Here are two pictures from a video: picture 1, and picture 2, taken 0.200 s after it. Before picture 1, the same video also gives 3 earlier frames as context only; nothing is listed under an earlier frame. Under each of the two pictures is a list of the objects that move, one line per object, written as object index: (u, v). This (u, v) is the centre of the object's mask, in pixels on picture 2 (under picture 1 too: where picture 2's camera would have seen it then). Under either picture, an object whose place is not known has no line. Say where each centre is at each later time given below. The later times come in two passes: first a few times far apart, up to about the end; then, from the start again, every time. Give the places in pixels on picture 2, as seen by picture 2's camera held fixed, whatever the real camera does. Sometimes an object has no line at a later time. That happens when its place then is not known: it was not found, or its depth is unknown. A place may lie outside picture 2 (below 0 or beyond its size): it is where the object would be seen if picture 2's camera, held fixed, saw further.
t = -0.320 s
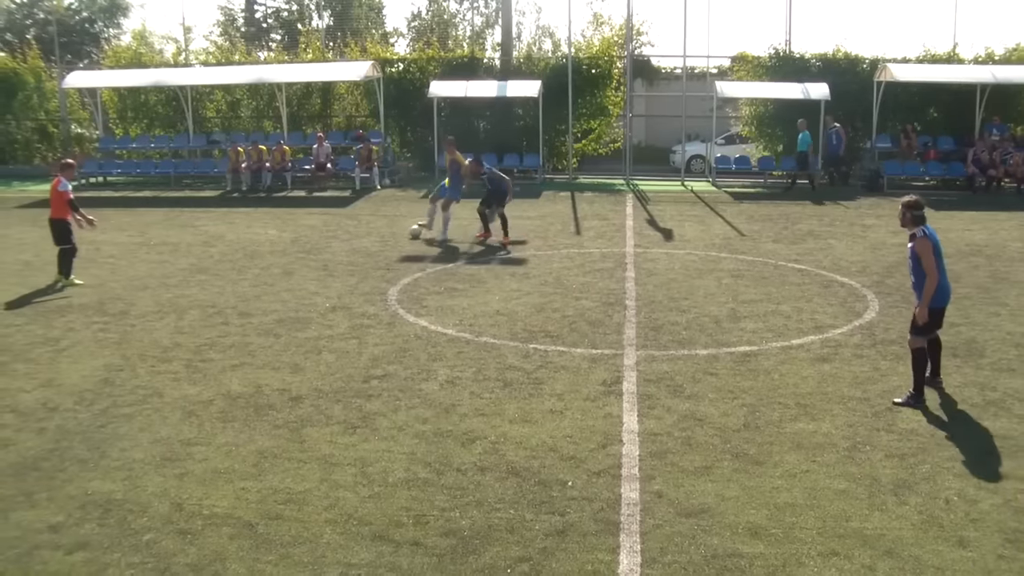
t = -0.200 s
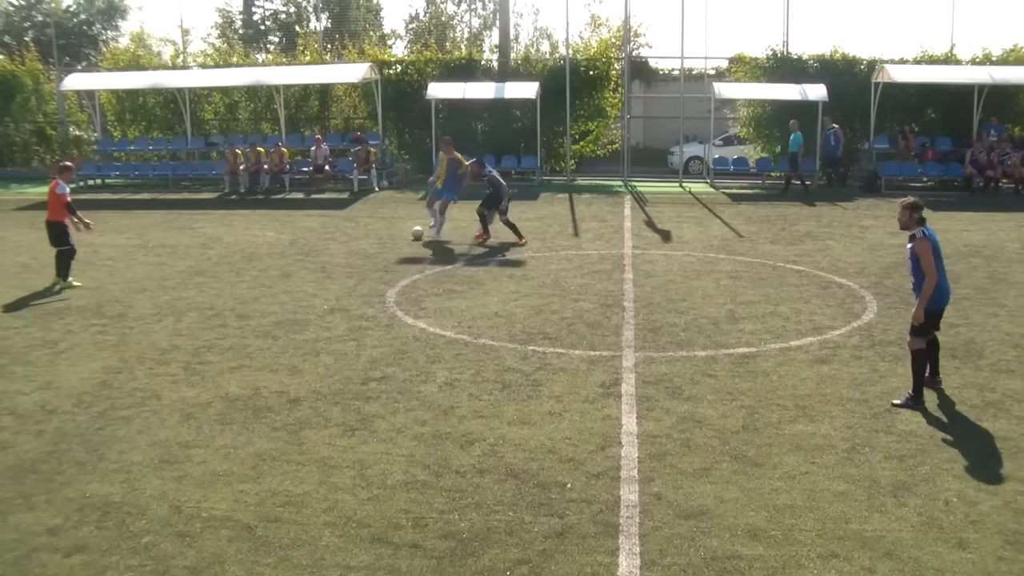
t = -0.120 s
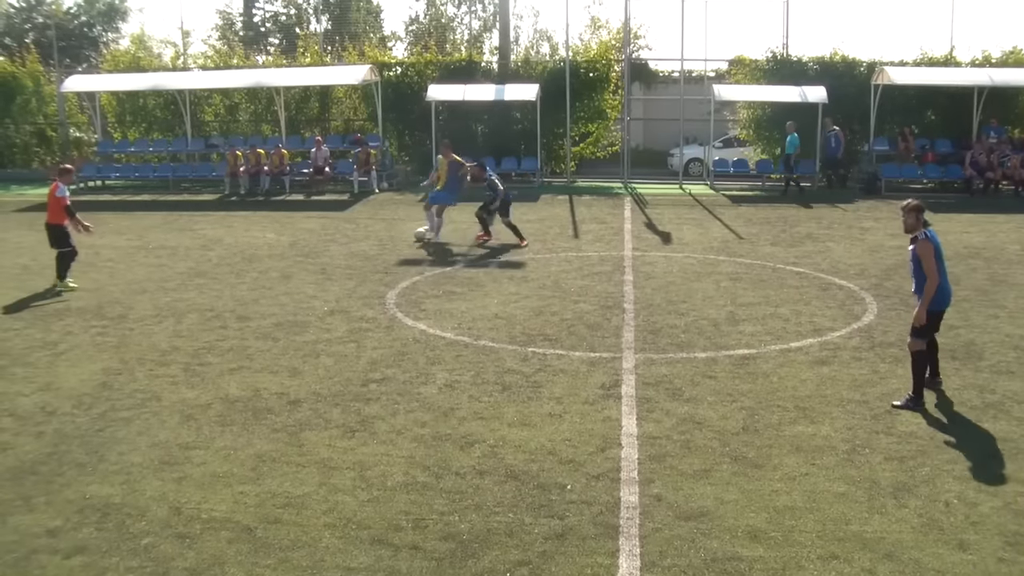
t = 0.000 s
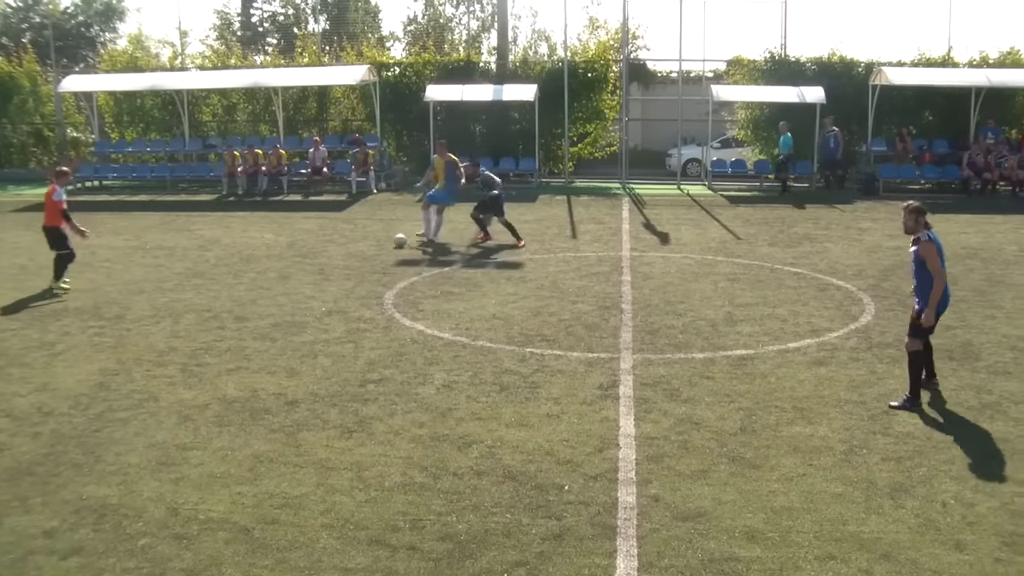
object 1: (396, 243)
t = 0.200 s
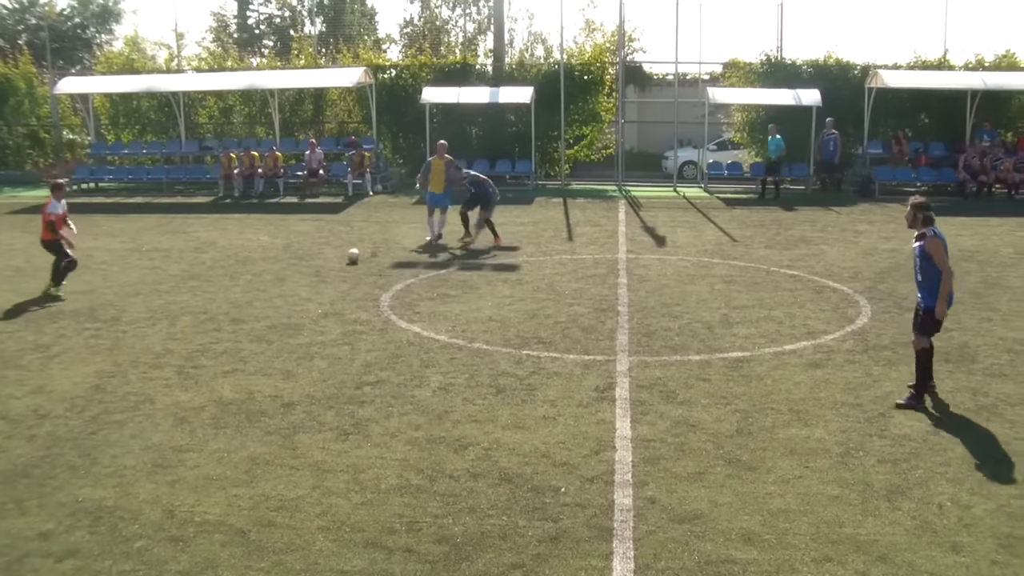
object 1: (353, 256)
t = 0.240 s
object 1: (345, 259)
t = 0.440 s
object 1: (307, 271)
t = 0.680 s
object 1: (263, 284)
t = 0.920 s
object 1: (213, 298)
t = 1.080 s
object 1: (179, 308)
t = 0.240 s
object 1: (345, 259)
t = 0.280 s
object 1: (337, 261)
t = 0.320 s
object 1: (330, 263)
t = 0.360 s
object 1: (322, 265)
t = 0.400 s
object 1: (315, 267)
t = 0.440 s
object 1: (307, 271)
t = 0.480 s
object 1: (300, 272)
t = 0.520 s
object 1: (293, 275)
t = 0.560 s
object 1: (285, 277)
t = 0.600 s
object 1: (278, 279)
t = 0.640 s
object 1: (270, 282)
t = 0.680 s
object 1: (263, 284)
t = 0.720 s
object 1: (254, 287)
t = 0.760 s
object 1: (247, 289)
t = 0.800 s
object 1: (238, 292)
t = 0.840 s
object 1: (230, 294)
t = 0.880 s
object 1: (222, 296)
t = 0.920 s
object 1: (213, 298)
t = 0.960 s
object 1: (205, 301)
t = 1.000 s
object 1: (196, 303)
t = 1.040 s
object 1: (188, 305)
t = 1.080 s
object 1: (179, 308)
